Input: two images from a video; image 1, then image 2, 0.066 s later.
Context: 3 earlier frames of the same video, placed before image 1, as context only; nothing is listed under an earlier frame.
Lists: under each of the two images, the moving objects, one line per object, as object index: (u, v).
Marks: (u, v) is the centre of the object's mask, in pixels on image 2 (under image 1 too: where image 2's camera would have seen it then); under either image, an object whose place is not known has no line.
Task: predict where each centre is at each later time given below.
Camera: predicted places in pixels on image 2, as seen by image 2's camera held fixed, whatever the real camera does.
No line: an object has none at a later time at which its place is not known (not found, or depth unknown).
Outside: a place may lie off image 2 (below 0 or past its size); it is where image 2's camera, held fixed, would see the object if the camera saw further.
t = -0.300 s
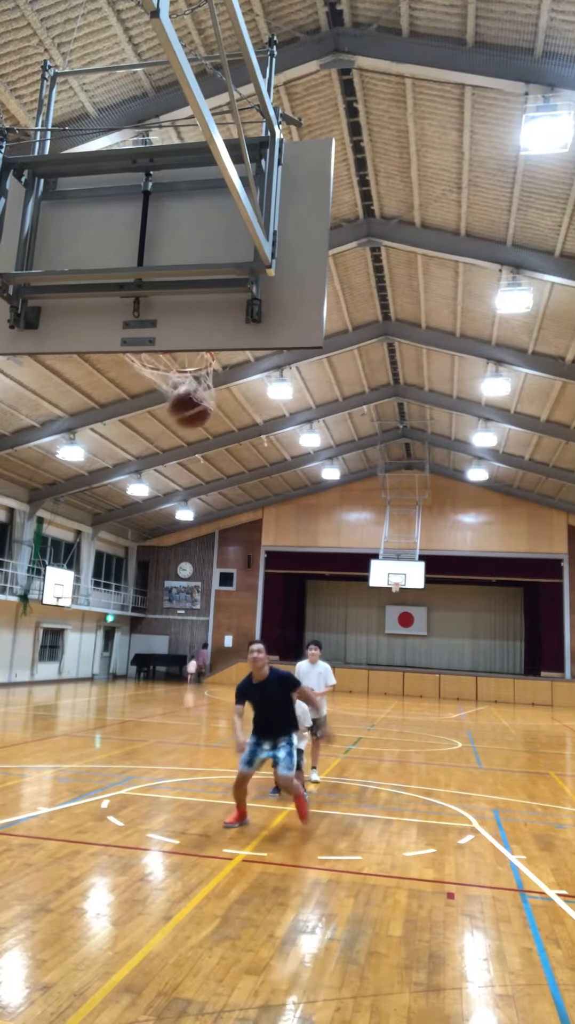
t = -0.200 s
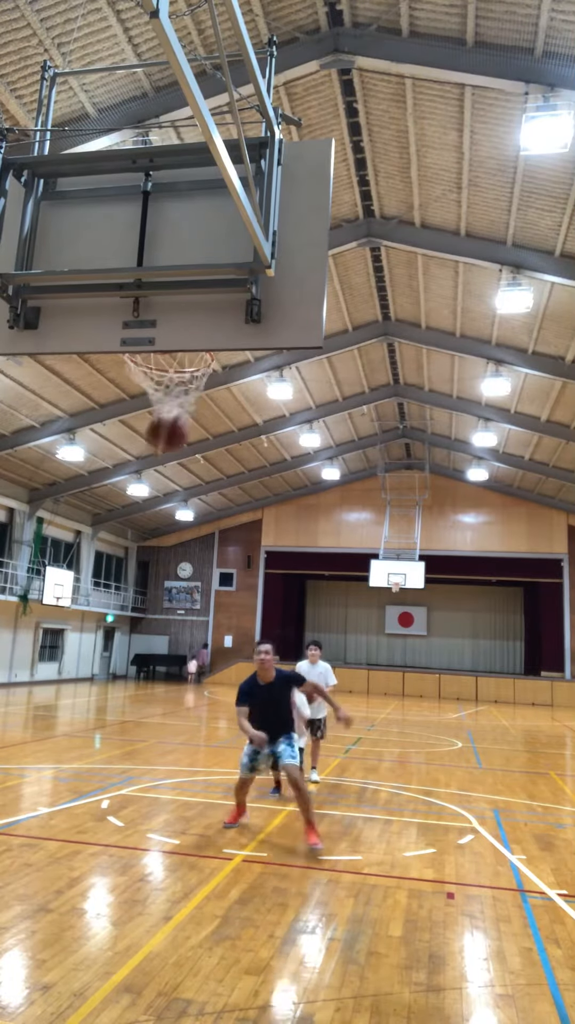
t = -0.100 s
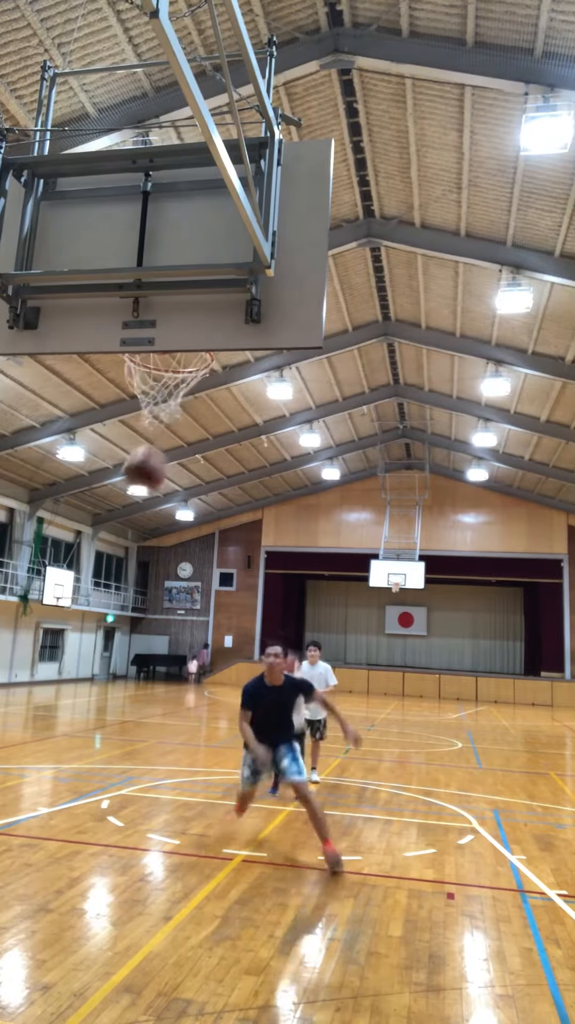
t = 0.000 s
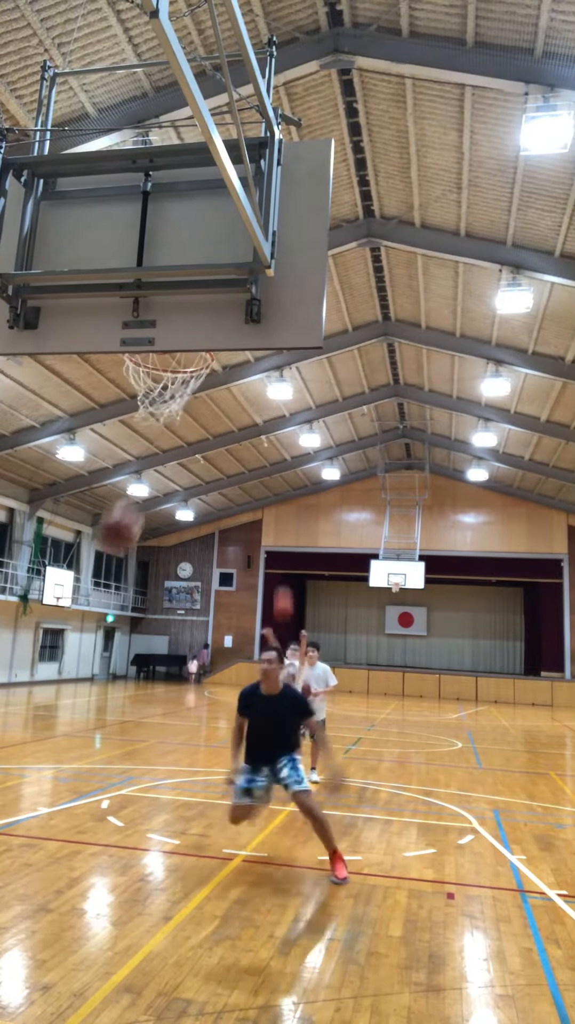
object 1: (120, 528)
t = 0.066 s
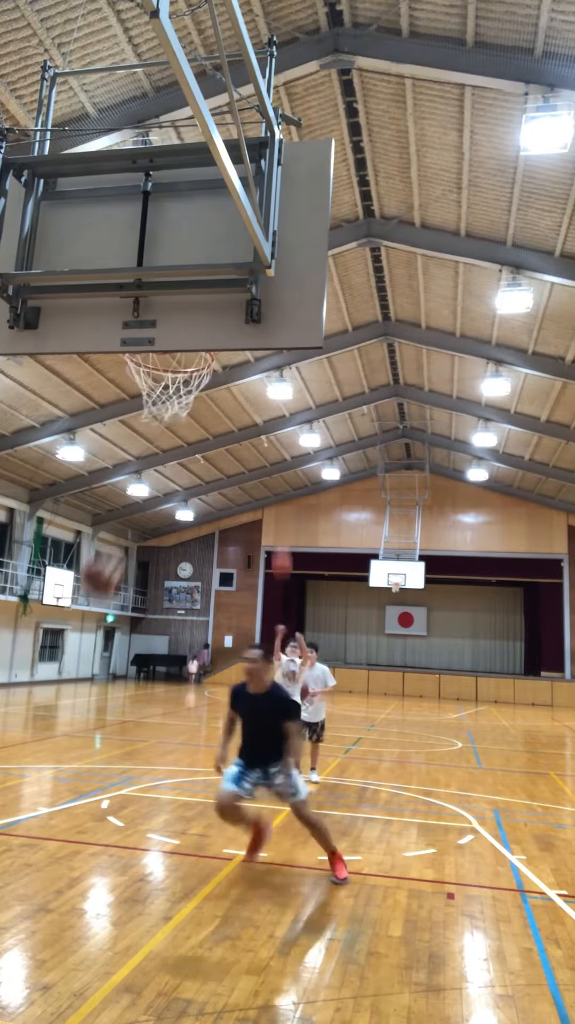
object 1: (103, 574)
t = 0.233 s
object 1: (56, 729)
